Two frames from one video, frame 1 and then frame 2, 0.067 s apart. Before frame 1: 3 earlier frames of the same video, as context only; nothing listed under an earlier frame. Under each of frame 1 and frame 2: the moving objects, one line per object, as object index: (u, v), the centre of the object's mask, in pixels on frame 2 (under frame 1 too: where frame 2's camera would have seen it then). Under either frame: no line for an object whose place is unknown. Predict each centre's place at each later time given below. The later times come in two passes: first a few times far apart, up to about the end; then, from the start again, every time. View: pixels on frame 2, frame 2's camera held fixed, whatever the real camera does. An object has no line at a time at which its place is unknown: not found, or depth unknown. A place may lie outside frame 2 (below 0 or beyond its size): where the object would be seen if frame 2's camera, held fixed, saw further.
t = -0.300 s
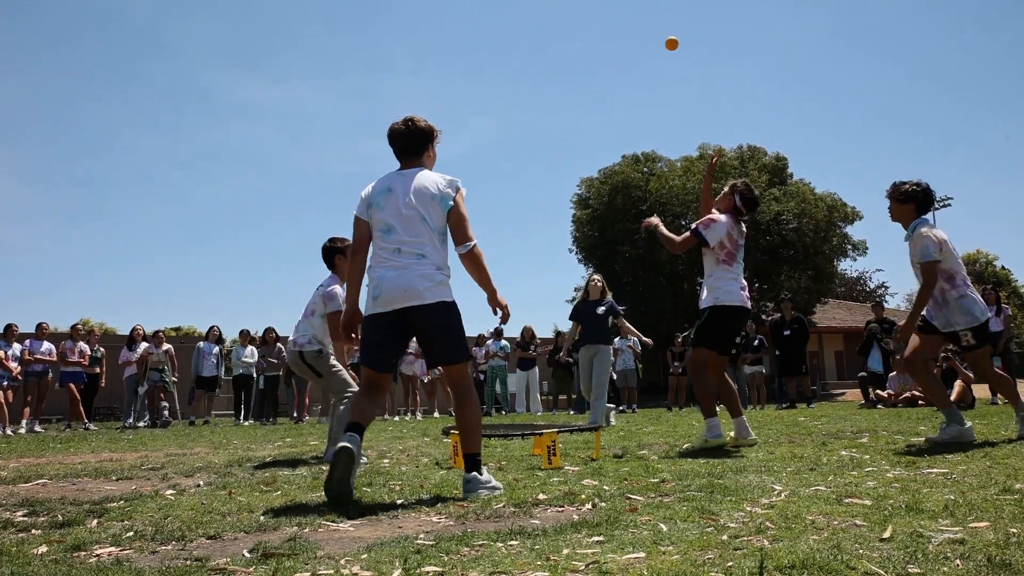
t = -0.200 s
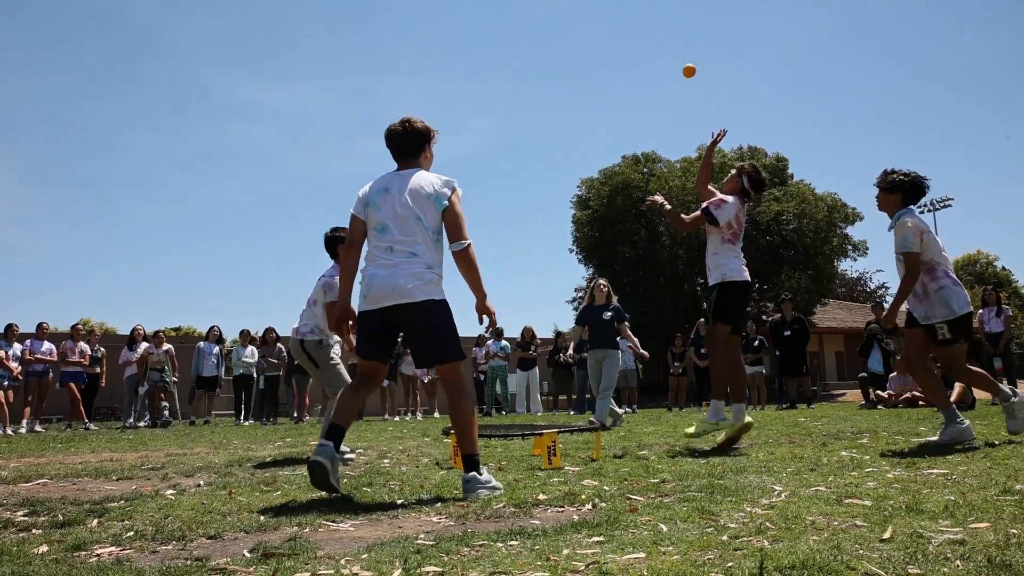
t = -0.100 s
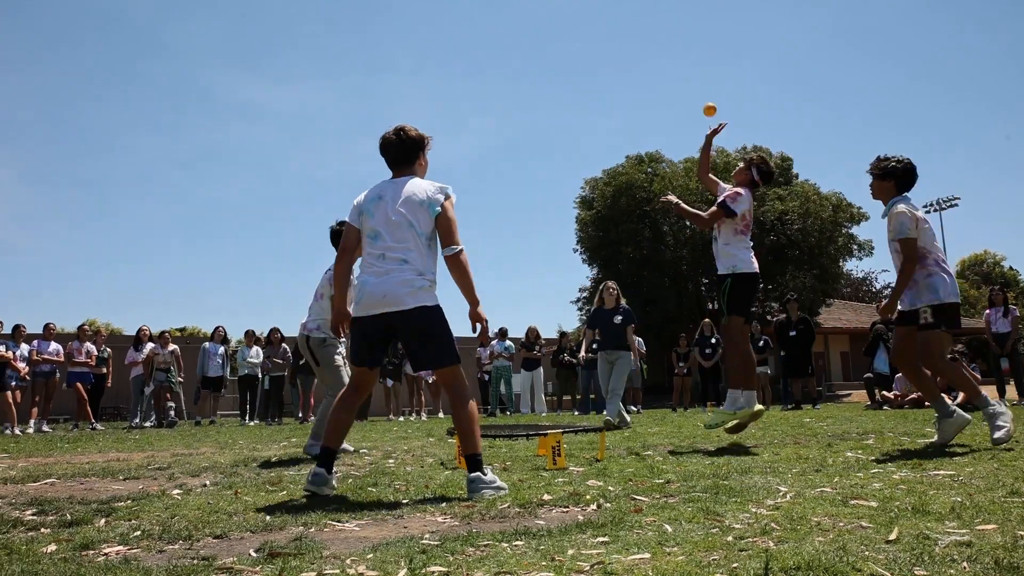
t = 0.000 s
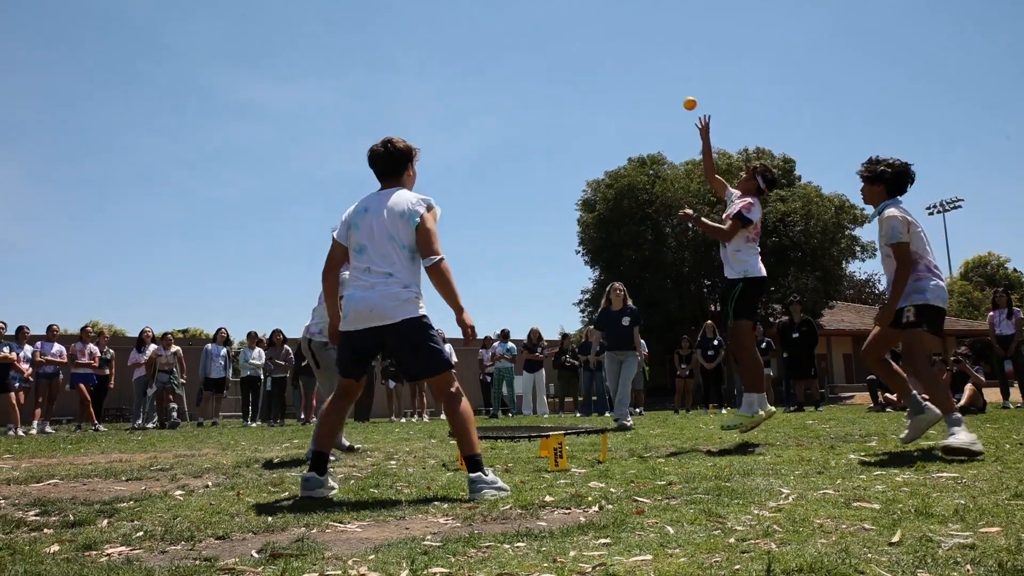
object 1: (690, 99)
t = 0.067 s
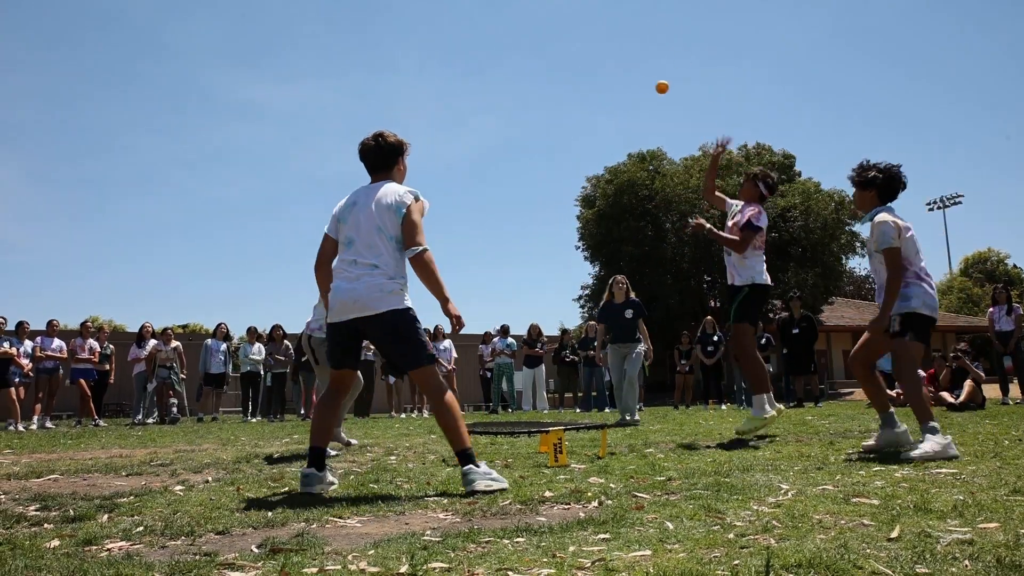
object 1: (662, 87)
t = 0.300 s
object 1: (569, 91)
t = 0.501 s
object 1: (498, 147)
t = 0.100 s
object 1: (648, 84)
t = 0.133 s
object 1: (635, 82)
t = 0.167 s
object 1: (621, 81)
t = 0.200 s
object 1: (608, 82)
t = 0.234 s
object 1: (595, 84)
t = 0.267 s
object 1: (582, 87)
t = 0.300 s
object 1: (569, 91)
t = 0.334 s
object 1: (557, 97)
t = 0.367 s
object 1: (545, 104)
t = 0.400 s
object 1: (533, 113)
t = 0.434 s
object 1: (521, 122)
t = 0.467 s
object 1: (509, 134)
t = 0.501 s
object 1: (498, 147)
